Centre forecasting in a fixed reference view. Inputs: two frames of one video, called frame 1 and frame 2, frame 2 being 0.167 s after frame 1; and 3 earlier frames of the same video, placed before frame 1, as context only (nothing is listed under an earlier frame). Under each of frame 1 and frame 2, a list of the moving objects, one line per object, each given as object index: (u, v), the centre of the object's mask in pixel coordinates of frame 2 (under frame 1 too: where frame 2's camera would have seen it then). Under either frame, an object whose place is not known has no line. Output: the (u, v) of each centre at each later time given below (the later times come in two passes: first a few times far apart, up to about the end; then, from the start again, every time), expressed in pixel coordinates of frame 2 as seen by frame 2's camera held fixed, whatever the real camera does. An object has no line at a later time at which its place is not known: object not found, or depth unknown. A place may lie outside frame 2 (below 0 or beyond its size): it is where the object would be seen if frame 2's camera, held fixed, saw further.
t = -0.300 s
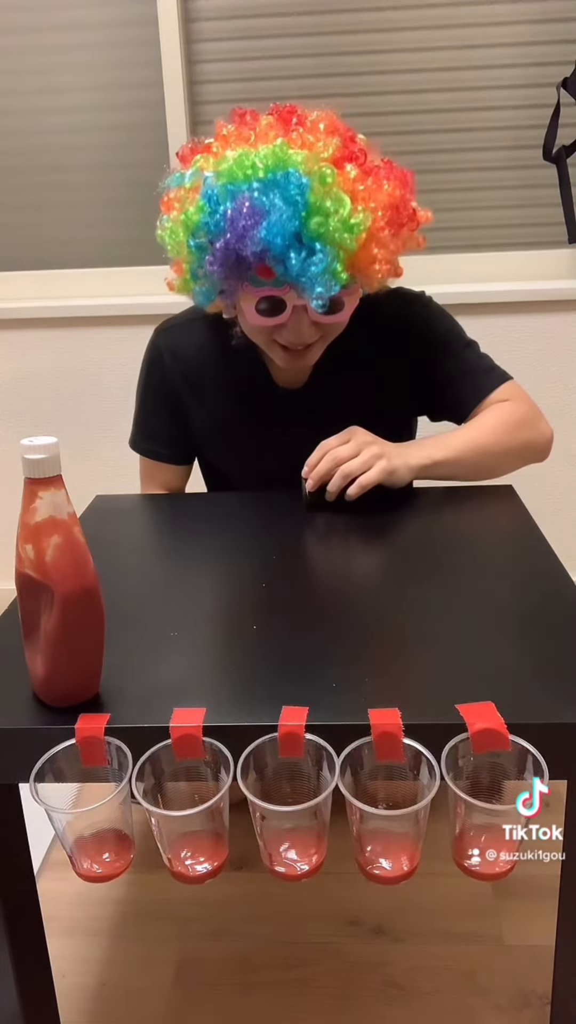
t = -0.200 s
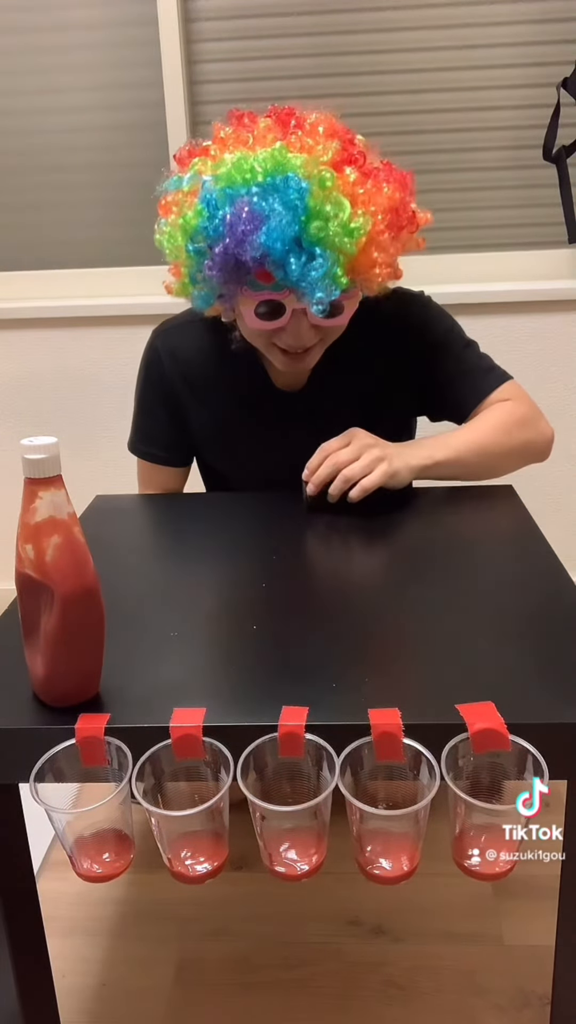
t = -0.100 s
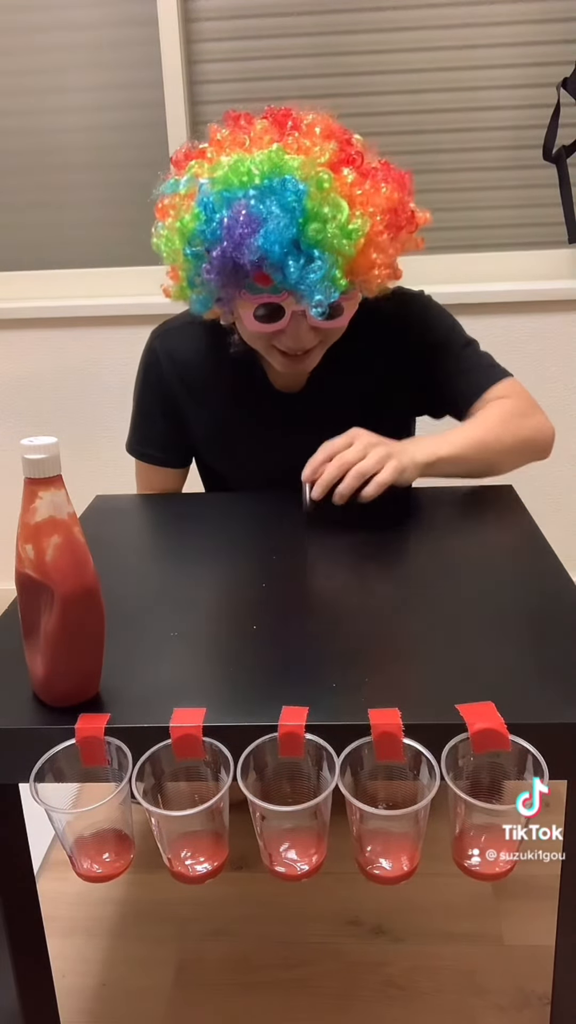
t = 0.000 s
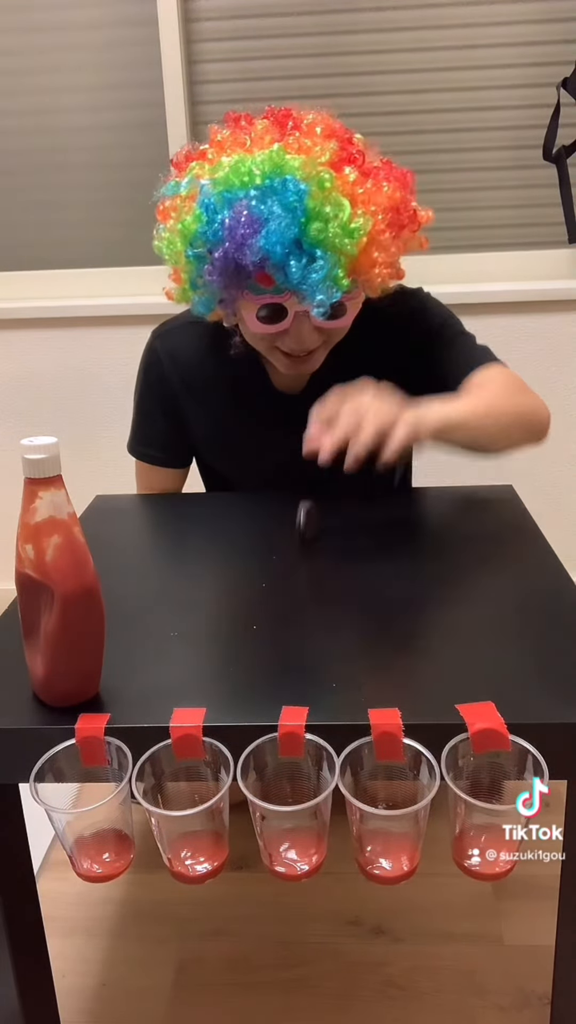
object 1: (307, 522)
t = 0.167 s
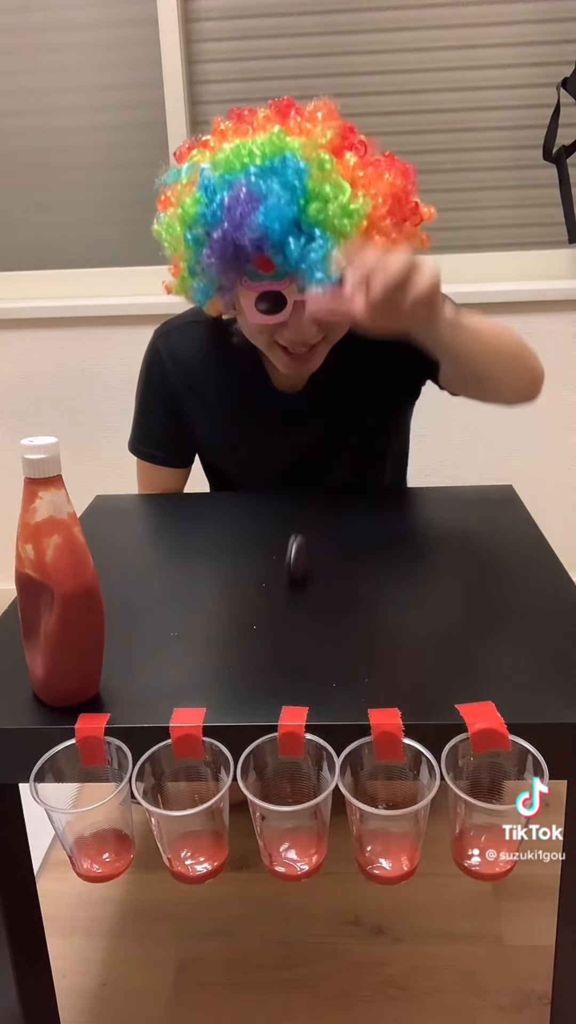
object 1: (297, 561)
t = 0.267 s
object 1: (287, 587)
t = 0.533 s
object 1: (252, 664)
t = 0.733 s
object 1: (195, 780)
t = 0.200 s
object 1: (296, 570)
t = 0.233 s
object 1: (291, 578)
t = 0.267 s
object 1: (287, 587)
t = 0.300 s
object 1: (285, 595)
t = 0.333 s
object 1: (283, 605)
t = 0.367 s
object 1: (279, 614)
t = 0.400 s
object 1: (275, 626)
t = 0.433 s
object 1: (271, 634)
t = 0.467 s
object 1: (263, 643)
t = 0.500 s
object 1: (257, 656)
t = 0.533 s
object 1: (252, 664)
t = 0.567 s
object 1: (244, 682)
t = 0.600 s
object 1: (236, 689)
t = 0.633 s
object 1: (228, 702)
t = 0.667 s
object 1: (221, 718)
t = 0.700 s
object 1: (210, 753)
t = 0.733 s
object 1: (195, 780)
